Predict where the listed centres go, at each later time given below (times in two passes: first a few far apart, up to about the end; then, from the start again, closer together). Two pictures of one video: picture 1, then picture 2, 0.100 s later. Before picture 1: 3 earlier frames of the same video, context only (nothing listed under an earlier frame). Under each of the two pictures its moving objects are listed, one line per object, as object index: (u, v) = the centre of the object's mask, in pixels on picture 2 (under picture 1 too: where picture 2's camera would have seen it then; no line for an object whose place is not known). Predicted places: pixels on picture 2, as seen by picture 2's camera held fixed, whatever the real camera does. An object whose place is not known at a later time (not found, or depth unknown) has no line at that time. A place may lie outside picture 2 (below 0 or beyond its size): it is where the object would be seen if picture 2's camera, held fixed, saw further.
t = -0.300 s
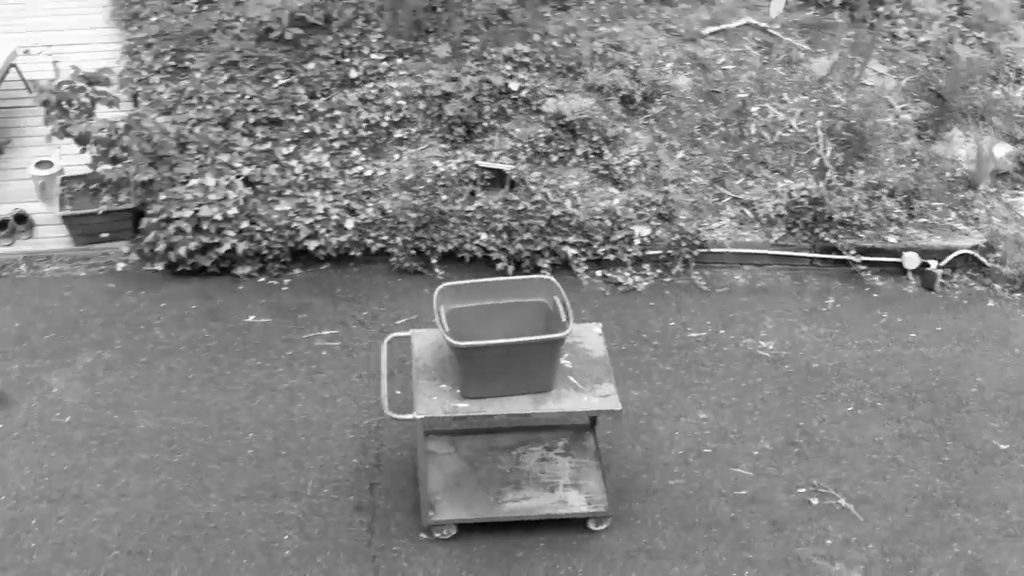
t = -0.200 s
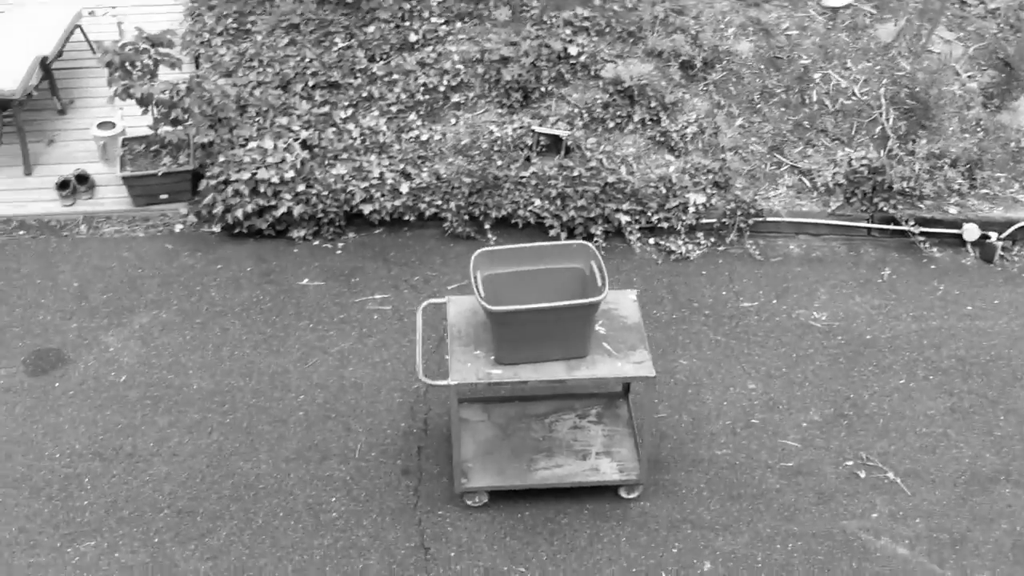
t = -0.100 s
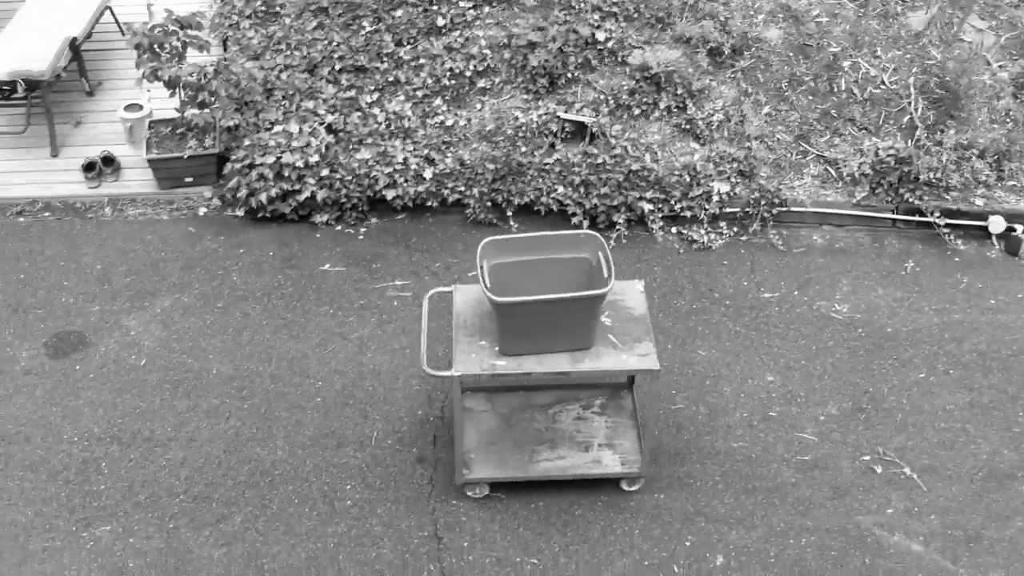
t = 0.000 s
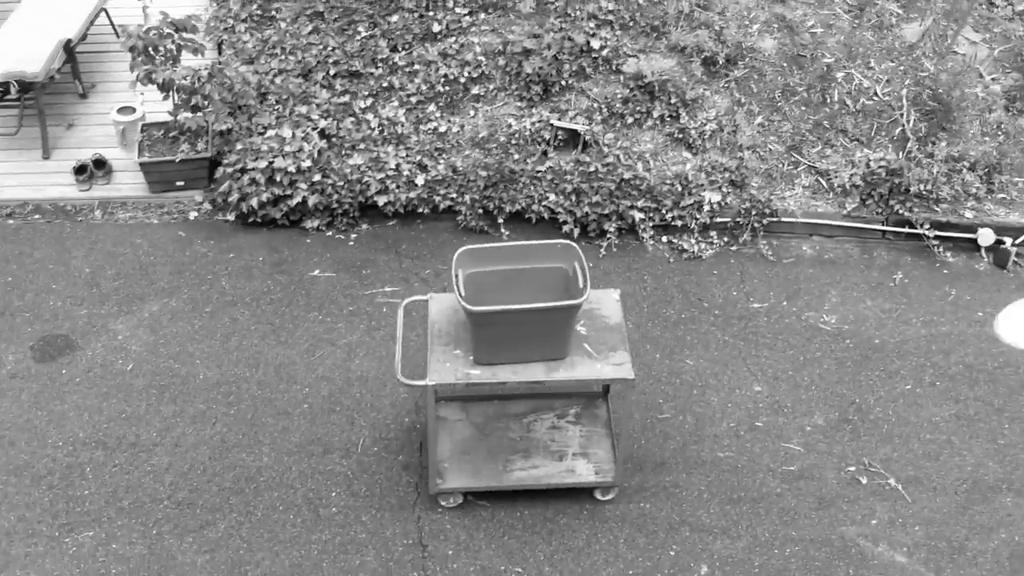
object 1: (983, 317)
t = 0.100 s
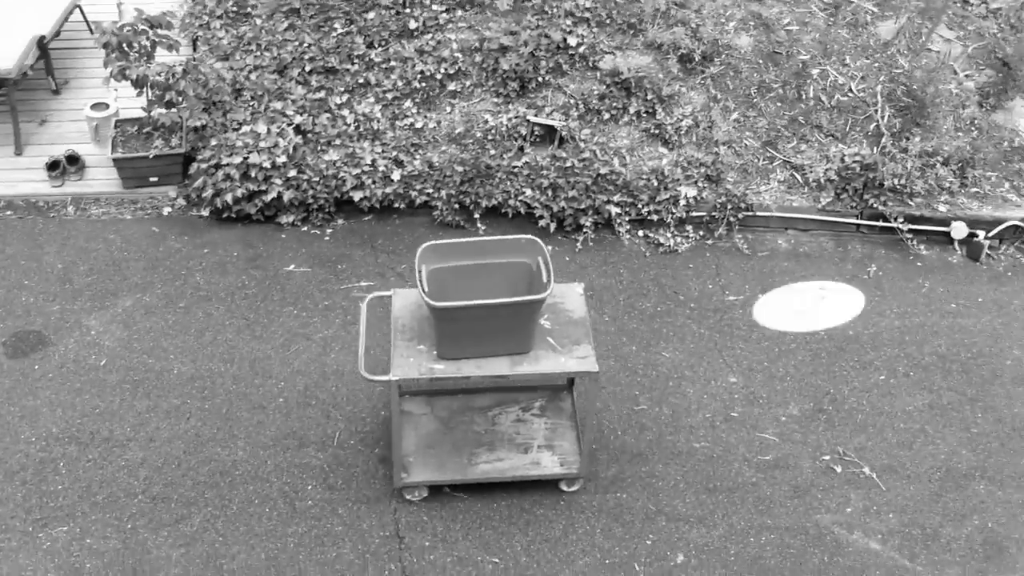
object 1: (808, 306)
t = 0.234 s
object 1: (616, 300)
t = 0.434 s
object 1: (446, 261)
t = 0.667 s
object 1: (410, 277)
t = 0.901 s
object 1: (410, 284)
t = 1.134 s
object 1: (406, 292)
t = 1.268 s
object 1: (389, 298)
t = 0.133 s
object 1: (751, 305)
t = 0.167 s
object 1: (701, 303)
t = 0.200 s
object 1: (656, 302)
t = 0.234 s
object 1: (616, 300)
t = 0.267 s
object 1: (581, 298)
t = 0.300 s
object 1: (549, 296)
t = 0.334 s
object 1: (520, 294)
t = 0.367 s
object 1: (490, 282)
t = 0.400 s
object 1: (461, 259)
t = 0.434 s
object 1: (446, 261)
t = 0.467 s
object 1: (434, 267)
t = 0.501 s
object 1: (425, 273)
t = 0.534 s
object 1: (415, 273)
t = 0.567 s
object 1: (409, 272)
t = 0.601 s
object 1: (408, 272)
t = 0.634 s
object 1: (409, 274)
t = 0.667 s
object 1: (410, 277)
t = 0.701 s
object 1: (410, 285)
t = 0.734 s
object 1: (406, 292)
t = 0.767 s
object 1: (417, 291)
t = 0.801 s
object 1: (420, 286)
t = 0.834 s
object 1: (417, 284)
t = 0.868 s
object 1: (414, 283)
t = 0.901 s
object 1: (410, 284)
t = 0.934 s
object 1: (406, 286)
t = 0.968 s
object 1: (401, 290)
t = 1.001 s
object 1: (394, 296)
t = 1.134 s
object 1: (406, 292)
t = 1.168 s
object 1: (402, 292)
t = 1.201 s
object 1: (397, 293)
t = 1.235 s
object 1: (393, 295)
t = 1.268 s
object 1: (389, 298)
